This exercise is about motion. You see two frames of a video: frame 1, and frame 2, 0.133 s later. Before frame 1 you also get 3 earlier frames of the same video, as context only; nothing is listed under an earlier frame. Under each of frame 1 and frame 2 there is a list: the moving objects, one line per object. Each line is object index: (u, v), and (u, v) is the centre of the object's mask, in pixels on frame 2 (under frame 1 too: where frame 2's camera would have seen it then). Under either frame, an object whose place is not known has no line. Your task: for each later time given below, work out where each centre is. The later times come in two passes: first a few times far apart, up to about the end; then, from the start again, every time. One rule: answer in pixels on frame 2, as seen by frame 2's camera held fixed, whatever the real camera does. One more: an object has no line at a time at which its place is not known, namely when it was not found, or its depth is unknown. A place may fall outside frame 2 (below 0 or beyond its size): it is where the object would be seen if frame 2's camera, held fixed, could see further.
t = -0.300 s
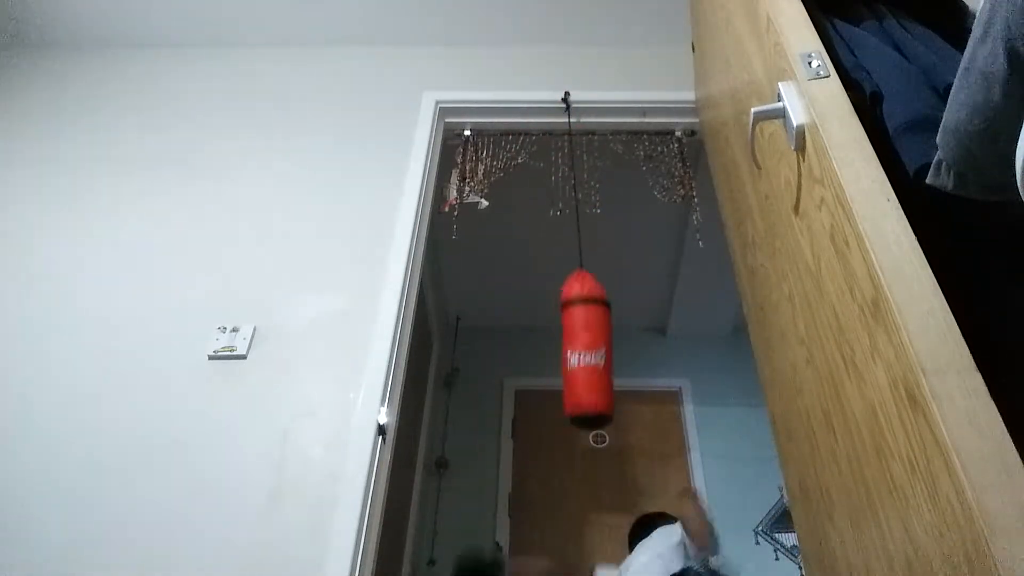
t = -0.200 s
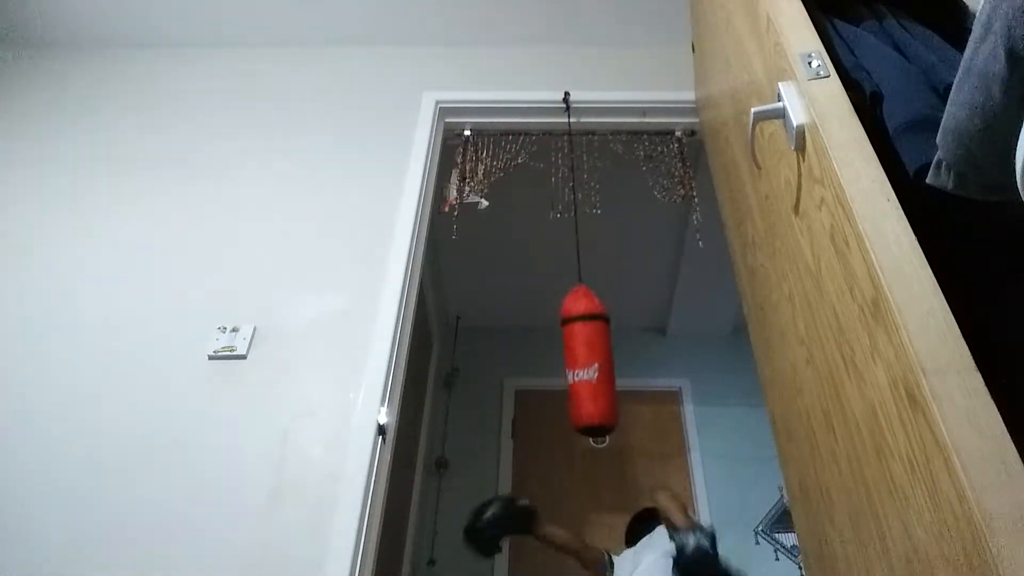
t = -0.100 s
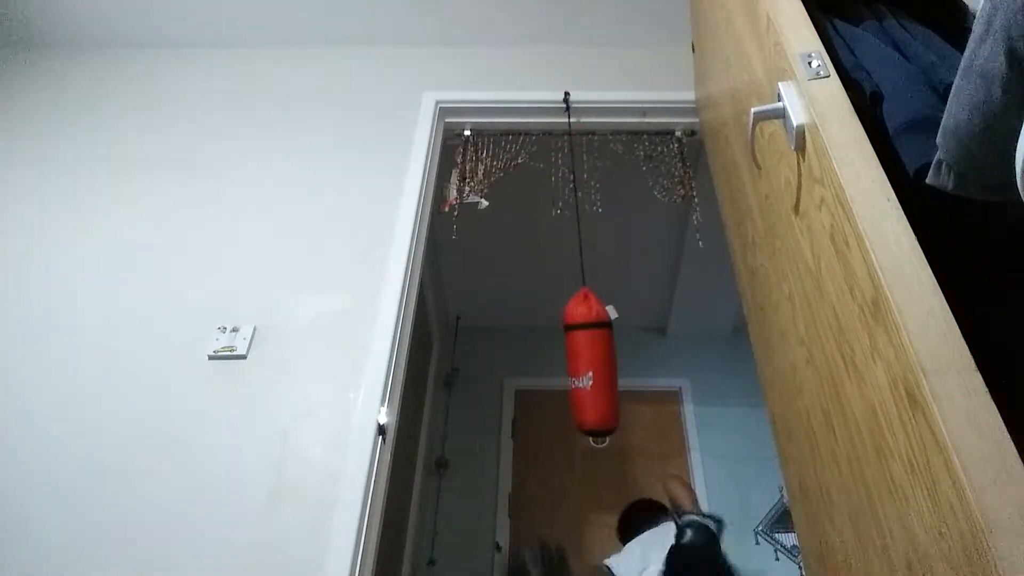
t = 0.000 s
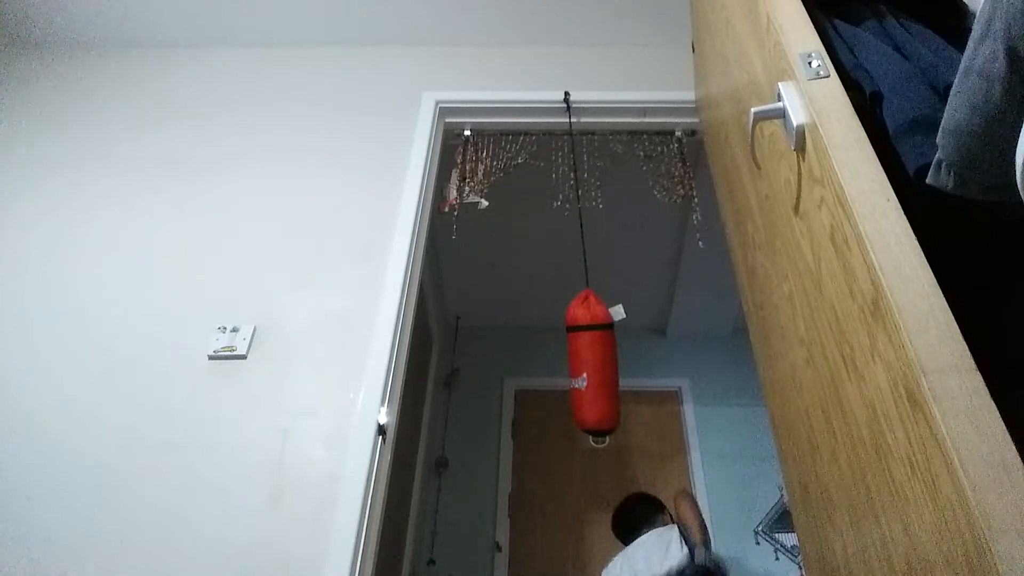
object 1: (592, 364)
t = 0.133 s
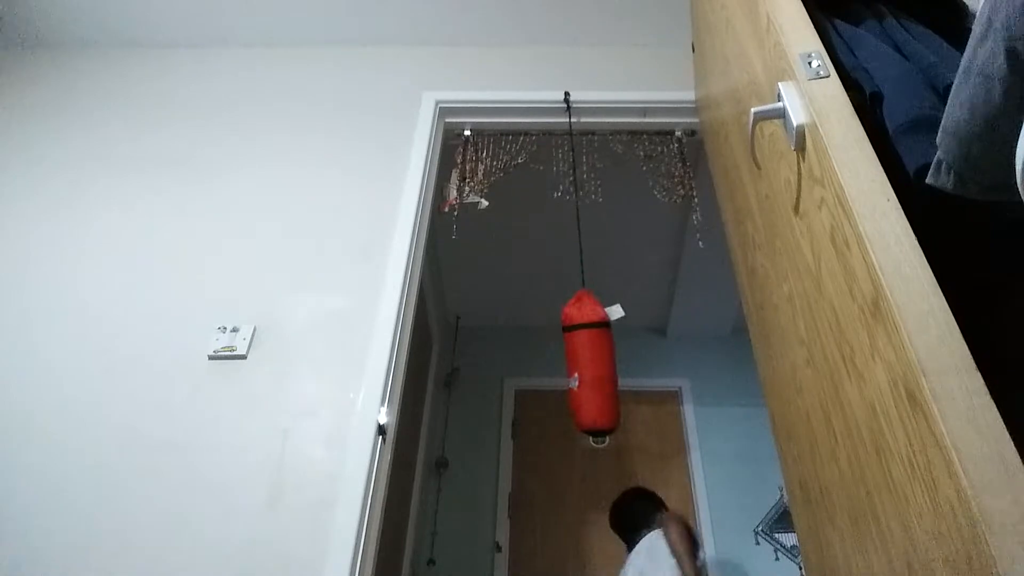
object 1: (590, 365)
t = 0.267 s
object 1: (589, 362)
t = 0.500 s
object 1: (576, 315)
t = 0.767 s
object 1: (550, 178)
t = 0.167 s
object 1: (590, 365)
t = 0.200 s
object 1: (590, 365)
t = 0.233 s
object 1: (589, 363)
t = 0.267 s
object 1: (589, 362)
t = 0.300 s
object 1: (588, 360)
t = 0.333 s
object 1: (587, 356)
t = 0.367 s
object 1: (585, 352)
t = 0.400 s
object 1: (583, 346)
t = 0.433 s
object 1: (581, 338)
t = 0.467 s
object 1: (578, 328)
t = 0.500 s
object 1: (576, 315)
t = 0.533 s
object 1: (574, 302)
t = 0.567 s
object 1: (571, 288)
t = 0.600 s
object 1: (568, 272)
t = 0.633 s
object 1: (564, 255)
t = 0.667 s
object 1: (560, 238)
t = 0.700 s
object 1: (557, 218)
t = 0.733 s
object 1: (554, 197)
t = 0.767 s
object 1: (550, 178)
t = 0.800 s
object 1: (548, 159)
